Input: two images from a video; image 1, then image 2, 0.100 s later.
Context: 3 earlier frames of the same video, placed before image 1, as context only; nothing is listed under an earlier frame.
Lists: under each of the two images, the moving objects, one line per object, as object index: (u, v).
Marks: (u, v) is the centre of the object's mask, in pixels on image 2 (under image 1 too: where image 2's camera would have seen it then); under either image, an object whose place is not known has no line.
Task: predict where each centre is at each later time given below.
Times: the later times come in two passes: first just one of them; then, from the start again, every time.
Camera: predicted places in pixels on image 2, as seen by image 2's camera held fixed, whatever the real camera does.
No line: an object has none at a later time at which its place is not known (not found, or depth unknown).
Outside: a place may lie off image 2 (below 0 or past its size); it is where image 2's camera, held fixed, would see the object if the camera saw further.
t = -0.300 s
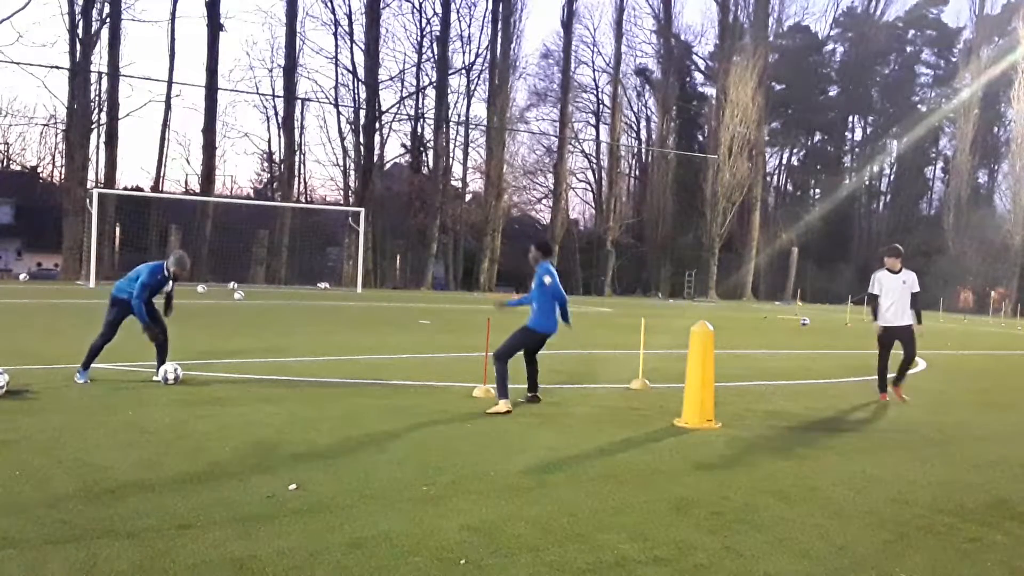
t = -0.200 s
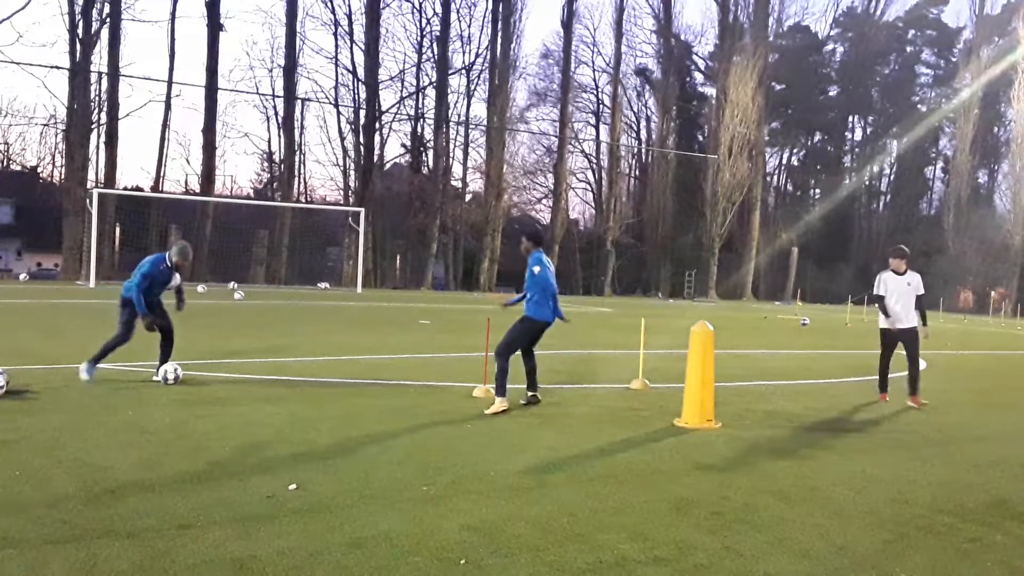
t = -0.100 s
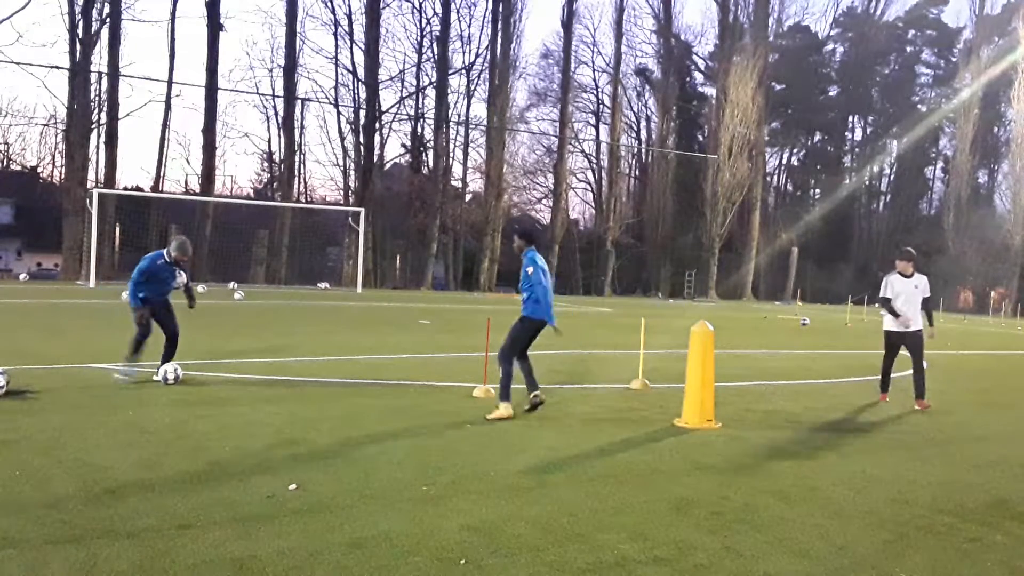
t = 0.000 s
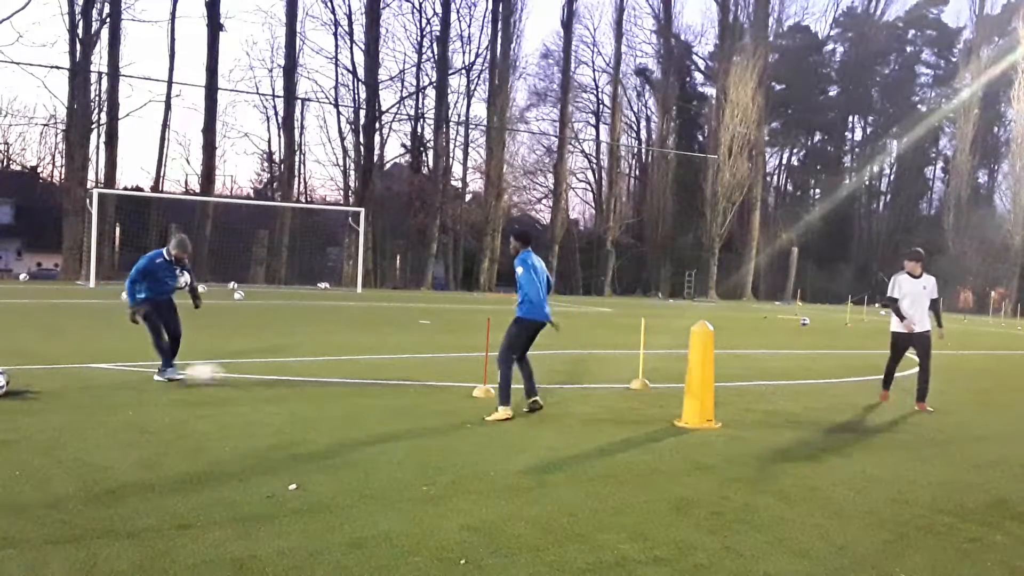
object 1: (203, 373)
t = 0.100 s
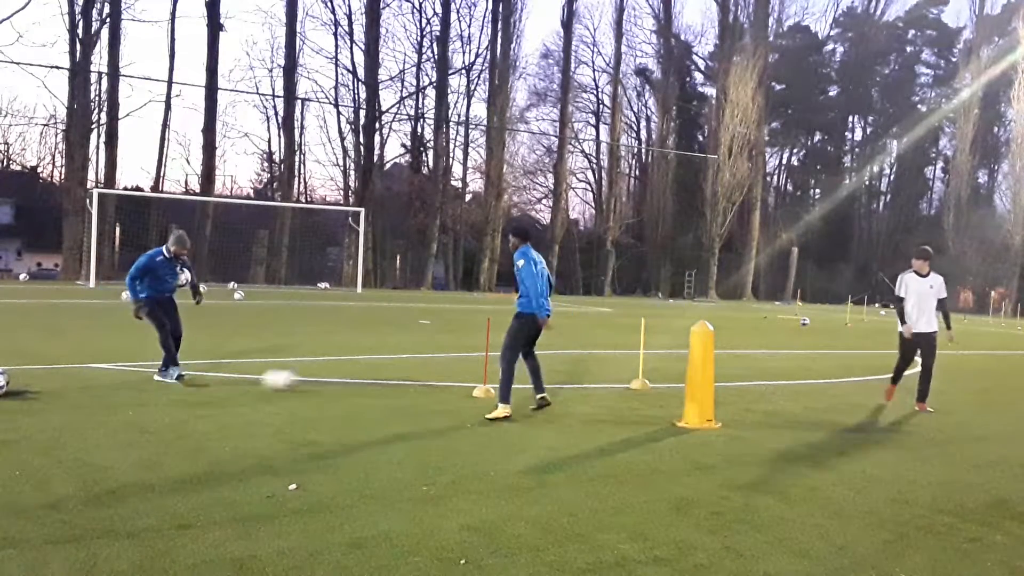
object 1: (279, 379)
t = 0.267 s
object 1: (391, 388)
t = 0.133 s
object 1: (303, 380)
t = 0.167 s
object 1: (325, 381)
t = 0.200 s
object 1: (347, 382)
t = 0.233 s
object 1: (369, 385)
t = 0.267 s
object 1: (391, 388)
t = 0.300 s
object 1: (412, 388)
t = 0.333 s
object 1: (431, 389)
